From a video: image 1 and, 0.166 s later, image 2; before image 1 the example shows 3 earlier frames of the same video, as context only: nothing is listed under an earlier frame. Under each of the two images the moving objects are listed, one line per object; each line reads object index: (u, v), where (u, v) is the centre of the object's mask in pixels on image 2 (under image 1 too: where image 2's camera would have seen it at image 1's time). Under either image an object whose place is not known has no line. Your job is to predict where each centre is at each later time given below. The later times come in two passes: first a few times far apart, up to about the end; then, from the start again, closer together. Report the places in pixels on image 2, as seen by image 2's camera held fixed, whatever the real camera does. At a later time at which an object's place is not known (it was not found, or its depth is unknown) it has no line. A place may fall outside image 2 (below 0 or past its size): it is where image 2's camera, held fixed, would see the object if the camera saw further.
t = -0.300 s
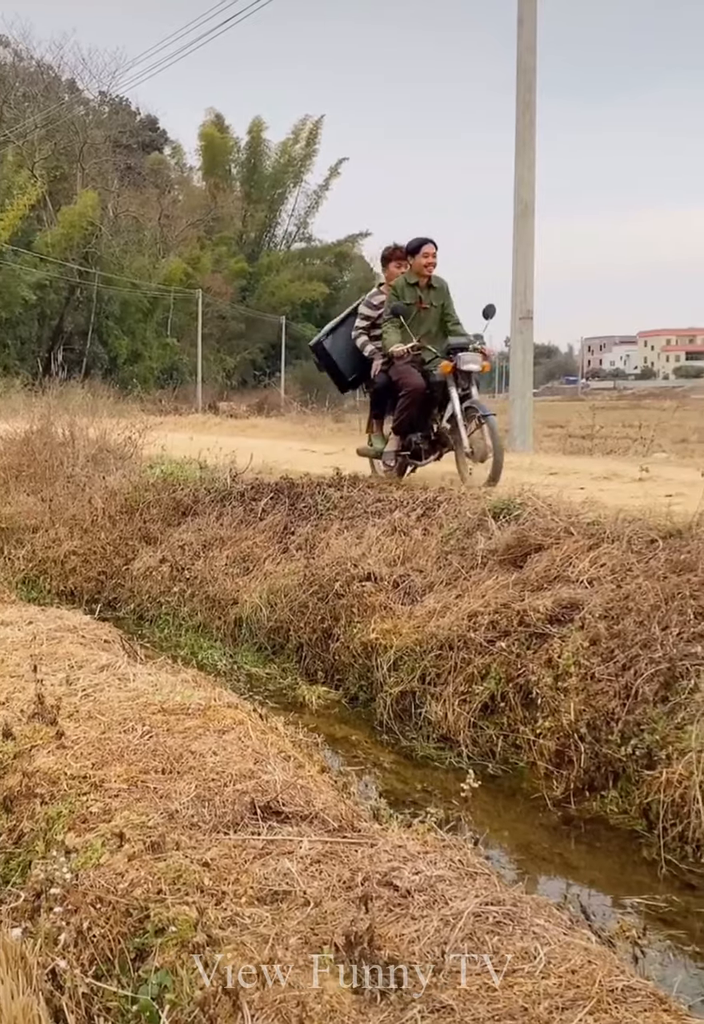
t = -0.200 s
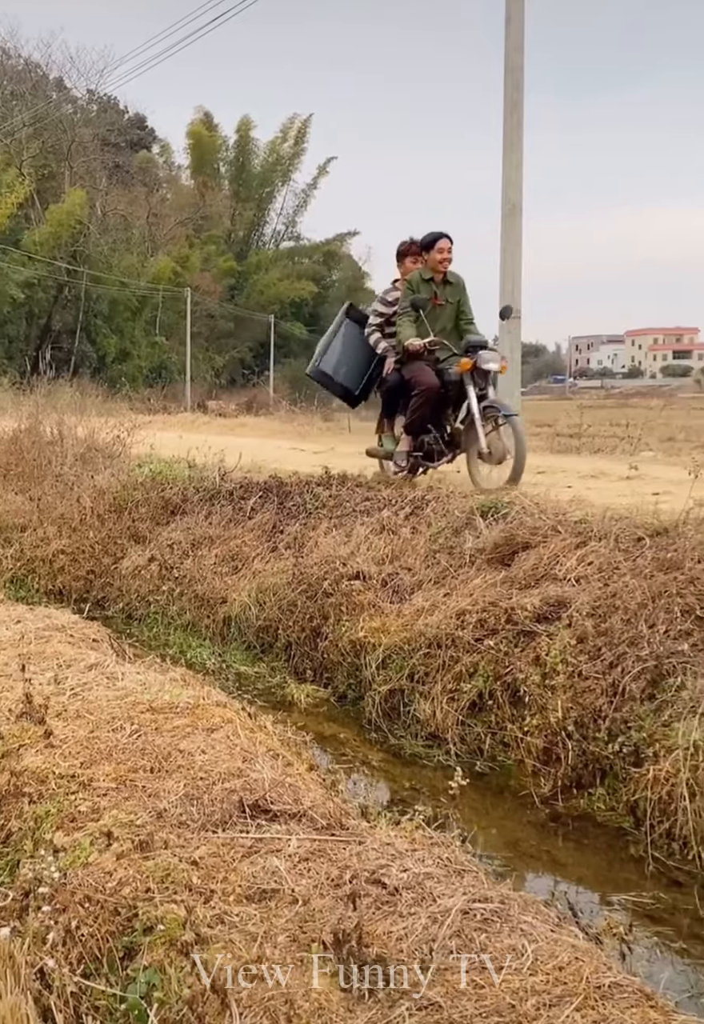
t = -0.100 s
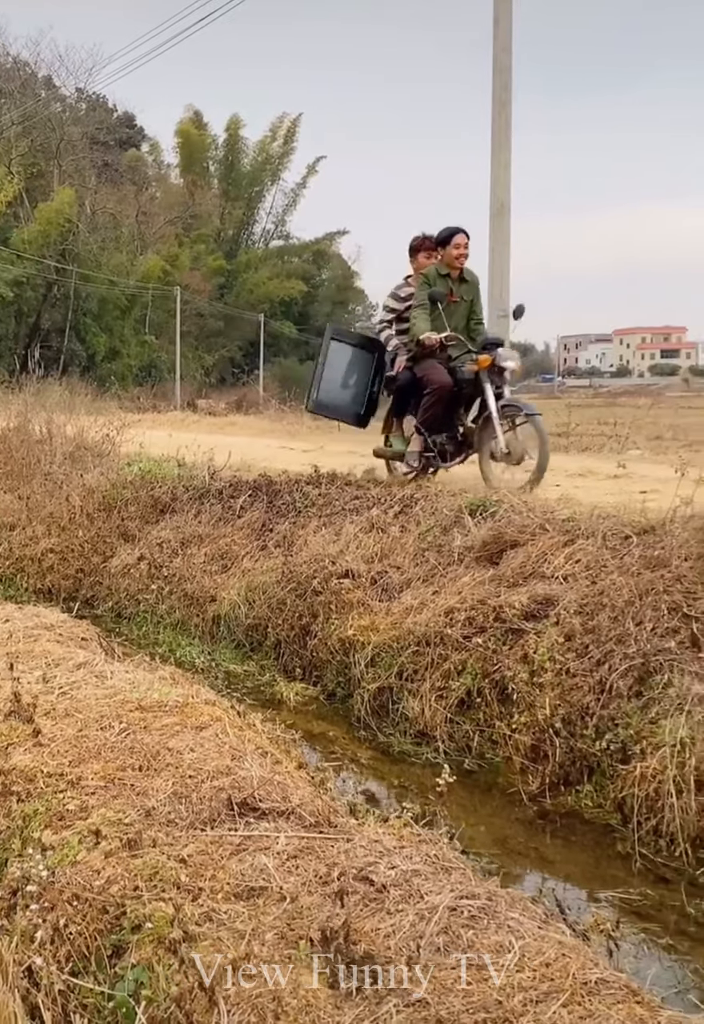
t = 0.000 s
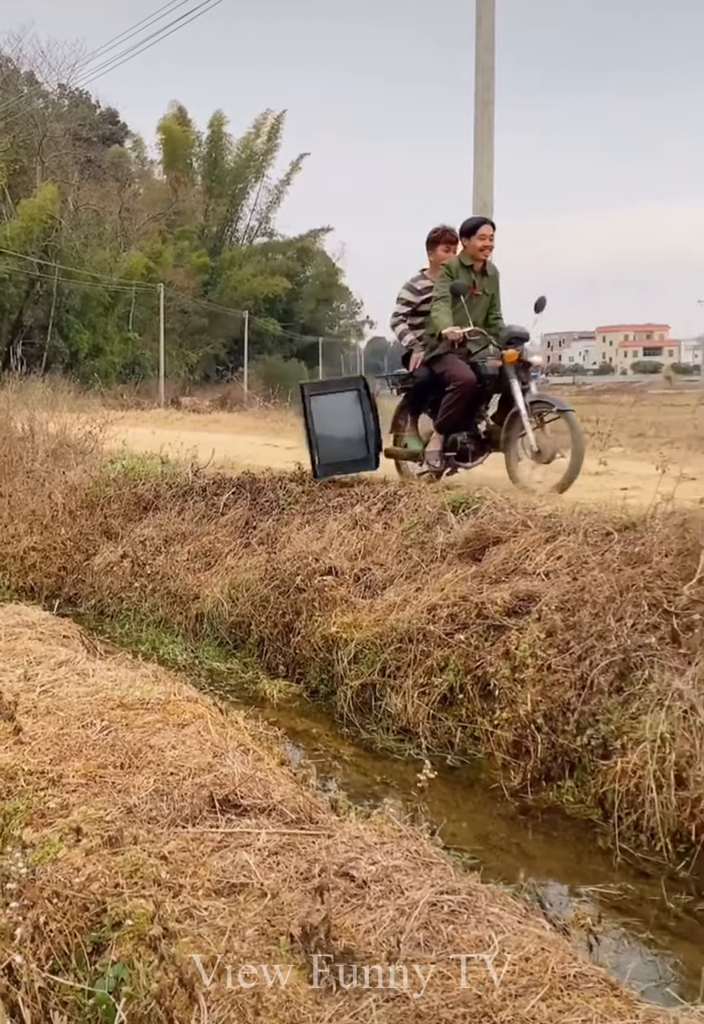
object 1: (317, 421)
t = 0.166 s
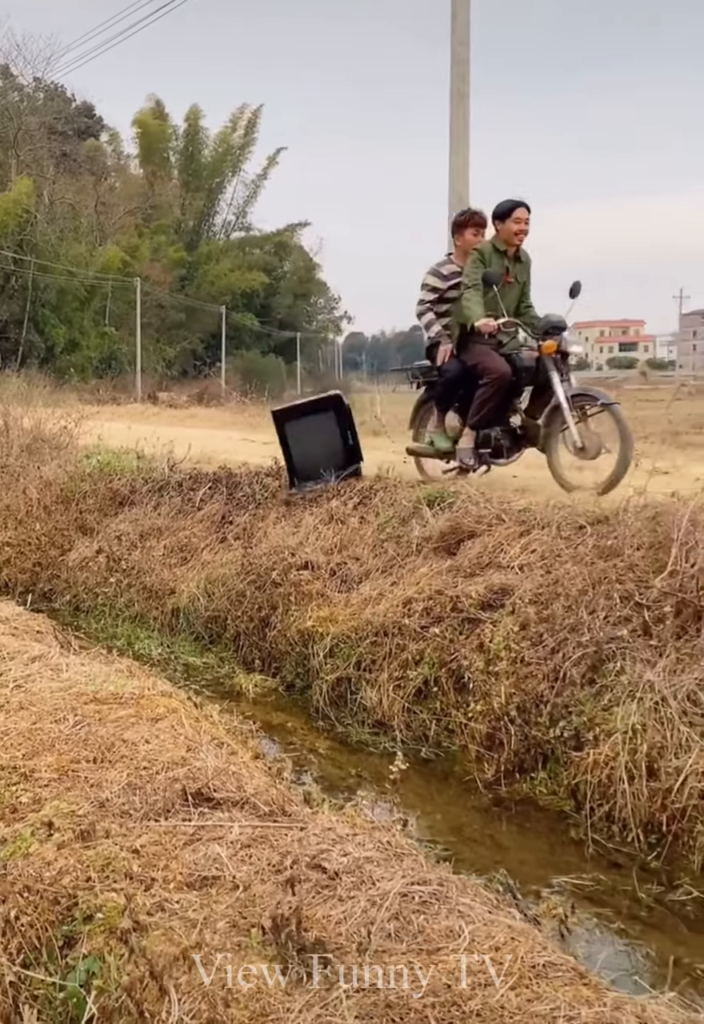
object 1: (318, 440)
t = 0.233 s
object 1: (316, 441)
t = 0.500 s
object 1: (299, 486)
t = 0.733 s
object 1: (242, 499)
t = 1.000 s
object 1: (194, 531)
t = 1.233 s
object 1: (154, 560)
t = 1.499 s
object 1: (104, 614)
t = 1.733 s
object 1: (80, 611)
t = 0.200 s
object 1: (317, 440)
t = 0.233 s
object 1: (316, 441)
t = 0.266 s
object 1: (315, 443)
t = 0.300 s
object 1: (315, 444)
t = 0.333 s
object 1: (314, 451)
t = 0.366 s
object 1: (313, 459)
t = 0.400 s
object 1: (311, 468)
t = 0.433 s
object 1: (310, 482)
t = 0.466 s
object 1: (309, 485)
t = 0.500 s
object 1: (299, 486)
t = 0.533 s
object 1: (289, 486)
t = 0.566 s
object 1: (279, 485)
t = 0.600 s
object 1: (264, 489)
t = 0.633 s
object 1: (259, 490)
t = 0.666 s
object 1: (253, 493)
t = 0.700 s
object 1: (247, 495)
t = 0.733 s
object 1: (242, 499)
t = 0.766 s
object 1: (236, 502)
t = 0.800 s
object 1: (230, 506)
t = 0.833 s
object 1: (225, 510)
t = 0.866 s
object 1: (219, 516)
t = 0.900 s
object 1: (217, 519)
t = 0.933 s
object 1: (207, 527)
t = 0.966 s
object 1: (200, 530)
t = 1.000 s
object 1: (194, 531)
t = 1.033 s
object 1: (191, 531)
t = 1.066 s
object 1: (183, 535)
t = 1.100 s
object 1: (178, 537)
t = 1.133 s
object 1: (172, 541)
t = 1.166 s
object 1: (166, 546)
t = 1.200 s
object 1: (159, 550)
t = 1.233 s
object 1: (154, 560)
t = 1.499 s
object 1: (104, 614)
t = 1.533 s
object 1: (100, 614)
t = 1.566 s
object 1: (97, 612)
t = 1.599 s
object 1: (91, 611)
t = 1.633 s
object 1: (90, 611)
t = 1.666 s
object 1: (86, 611)
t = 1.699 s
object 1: (84, 611)
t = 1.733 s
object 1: (80, 611)
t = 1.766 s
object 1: (80, 611)
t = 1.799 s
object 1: (81, 612)
